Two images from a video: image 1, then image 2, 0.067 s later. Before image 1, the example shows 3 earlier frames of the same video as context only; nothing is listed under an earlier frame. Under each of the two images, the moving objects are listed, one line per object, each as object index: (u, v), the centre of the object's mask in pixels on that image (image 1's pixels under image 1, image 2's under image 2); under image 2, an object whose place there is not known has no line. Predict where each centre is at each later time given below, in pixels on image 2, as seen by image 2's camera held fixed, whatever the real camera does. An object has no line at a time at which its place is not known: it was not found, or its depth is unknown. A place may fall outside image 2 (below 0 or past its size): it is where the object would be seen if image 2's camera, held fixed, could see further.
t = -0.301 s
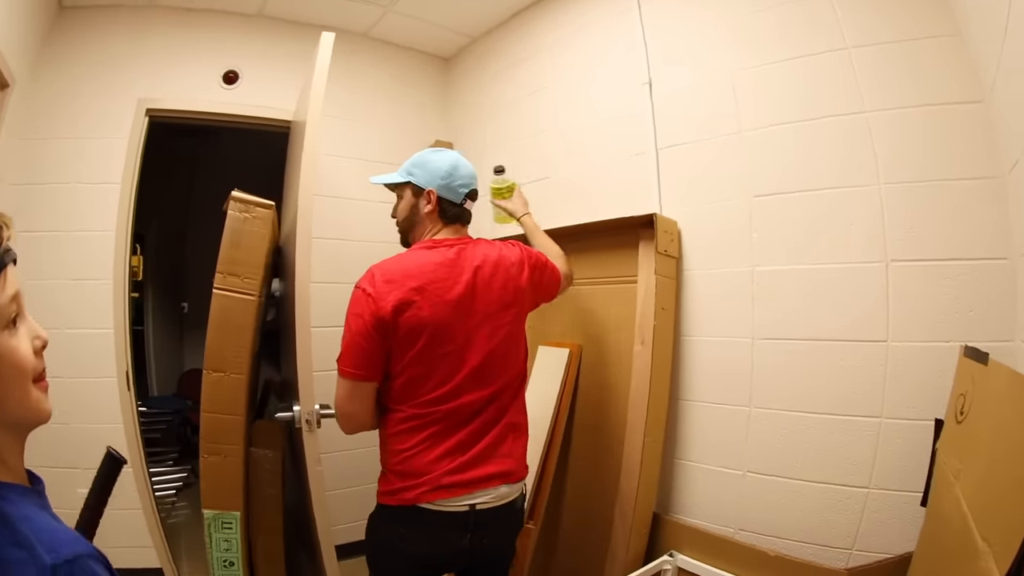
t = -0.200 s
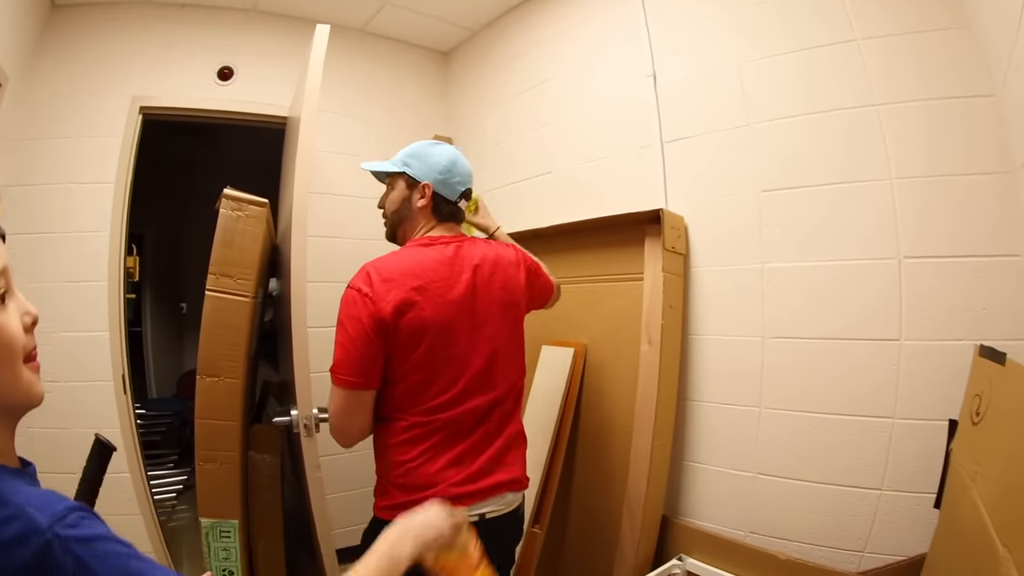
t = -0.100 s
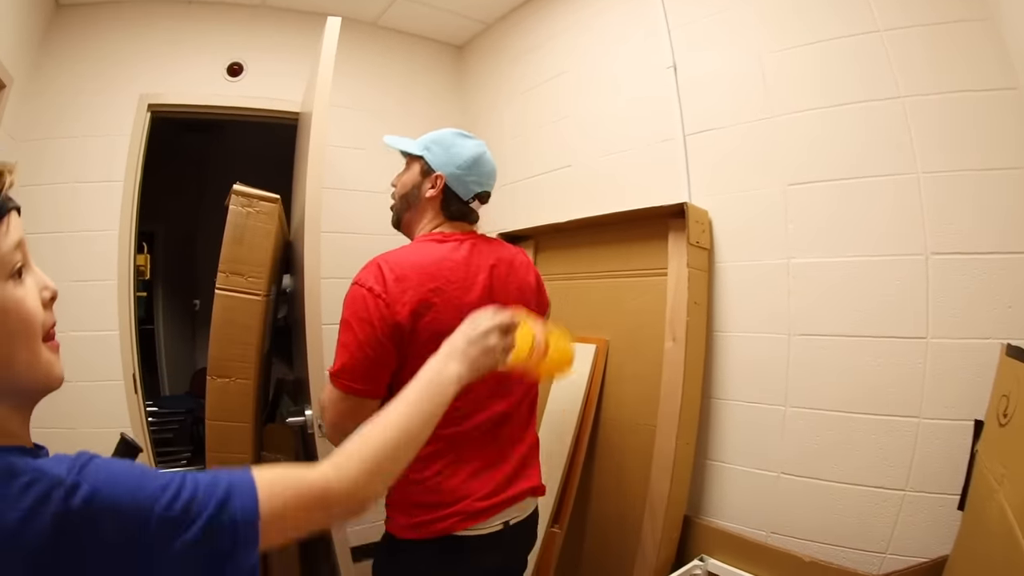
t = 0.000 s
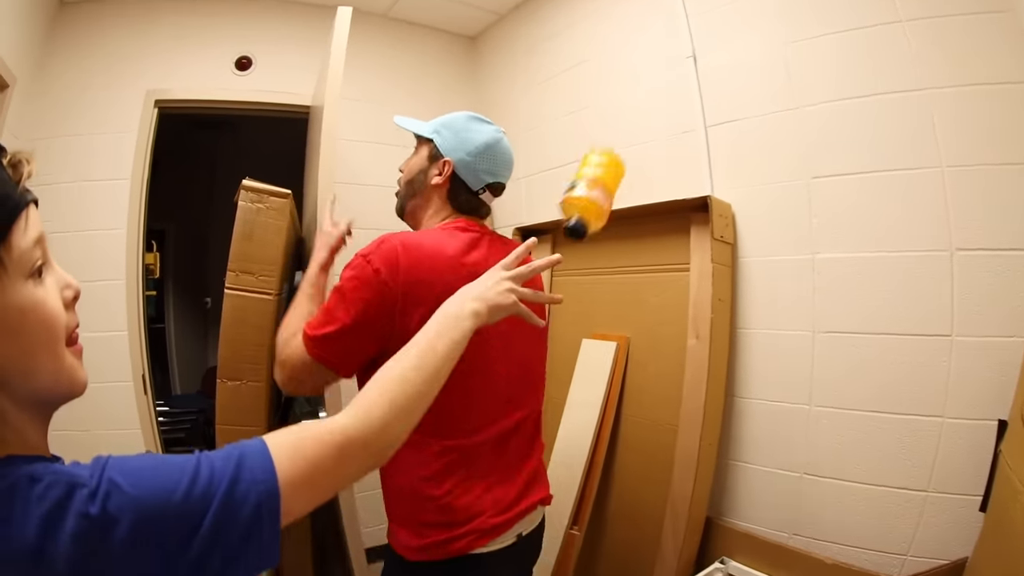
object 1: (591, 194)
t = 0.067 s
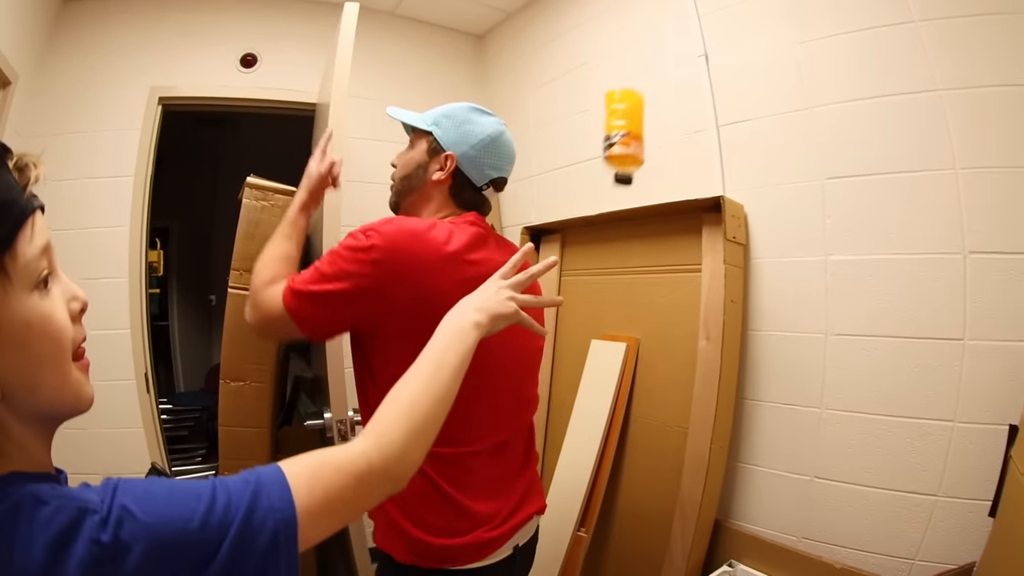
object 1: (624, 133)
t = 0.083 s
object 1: (629, 122)
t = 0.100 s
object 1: (633, 113)
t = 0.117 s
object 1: (637, 107)
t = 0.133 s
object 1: (641, 102)
